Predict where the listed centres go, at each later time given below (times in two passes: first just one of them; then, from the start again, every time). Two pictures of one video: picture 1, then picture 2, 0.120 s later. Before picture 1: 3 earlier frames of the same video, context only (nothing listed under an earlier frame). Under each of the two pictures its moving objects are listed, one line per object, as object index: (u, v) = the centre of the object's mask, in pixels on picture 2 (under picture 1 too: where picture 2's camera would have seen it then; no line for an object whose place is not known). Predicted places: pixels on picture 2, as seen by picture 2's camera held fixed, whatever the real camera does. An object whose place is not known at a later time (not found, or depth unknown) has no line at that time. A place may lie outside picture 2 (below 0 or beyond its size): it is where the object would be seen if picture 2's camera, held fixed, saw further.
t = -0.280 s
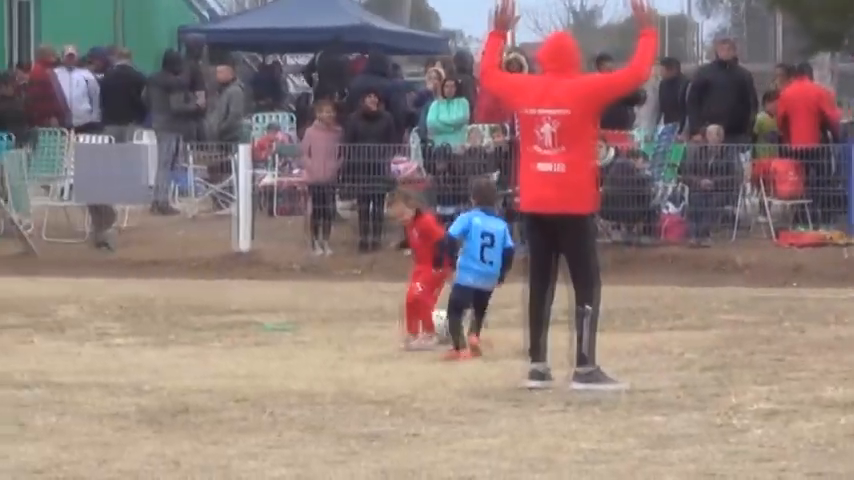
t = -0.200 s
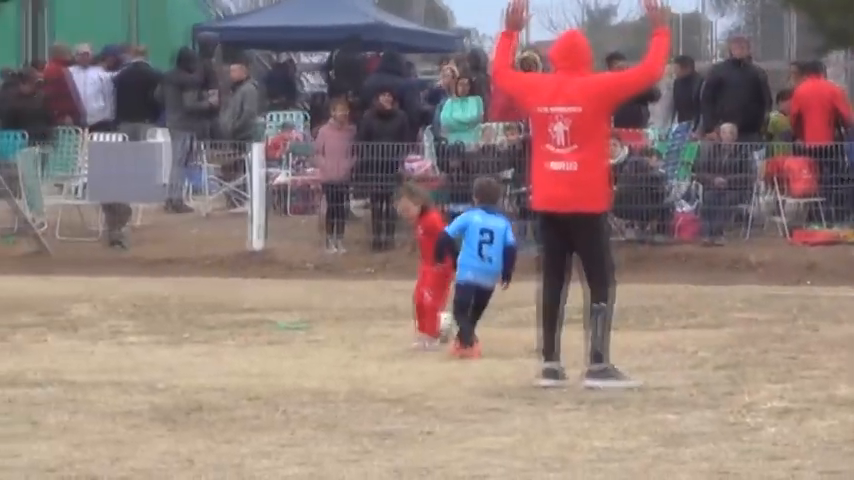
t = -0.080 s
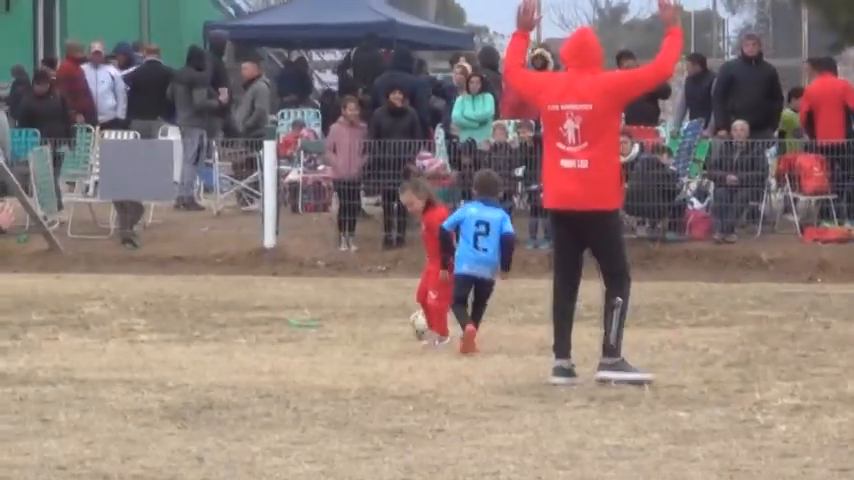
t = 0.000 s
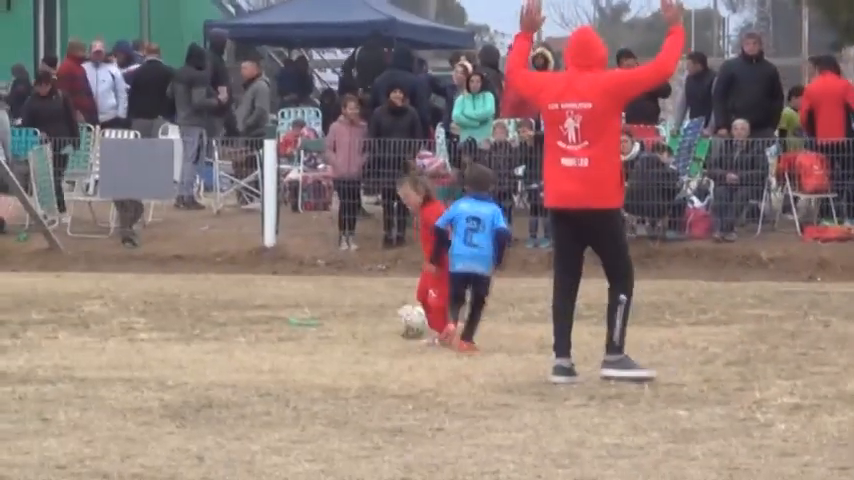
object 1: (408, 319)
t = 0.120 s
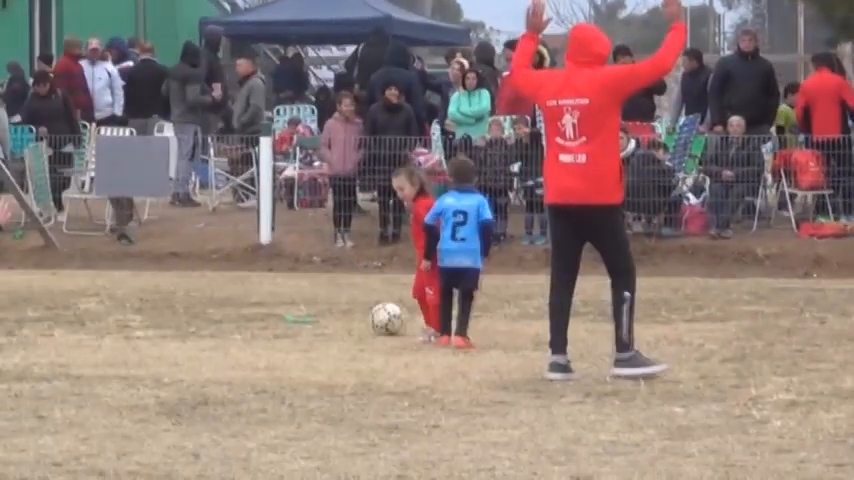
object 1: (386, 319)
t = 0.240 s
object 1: (367, 319)
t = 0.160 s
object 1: (383, 319)
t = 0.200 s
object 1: (373, 319)
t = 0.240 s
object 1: (367, 319)
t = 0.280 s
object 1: (361, 319)
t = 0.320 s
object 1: (355, 318)
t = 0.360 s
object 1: (352, 317)
